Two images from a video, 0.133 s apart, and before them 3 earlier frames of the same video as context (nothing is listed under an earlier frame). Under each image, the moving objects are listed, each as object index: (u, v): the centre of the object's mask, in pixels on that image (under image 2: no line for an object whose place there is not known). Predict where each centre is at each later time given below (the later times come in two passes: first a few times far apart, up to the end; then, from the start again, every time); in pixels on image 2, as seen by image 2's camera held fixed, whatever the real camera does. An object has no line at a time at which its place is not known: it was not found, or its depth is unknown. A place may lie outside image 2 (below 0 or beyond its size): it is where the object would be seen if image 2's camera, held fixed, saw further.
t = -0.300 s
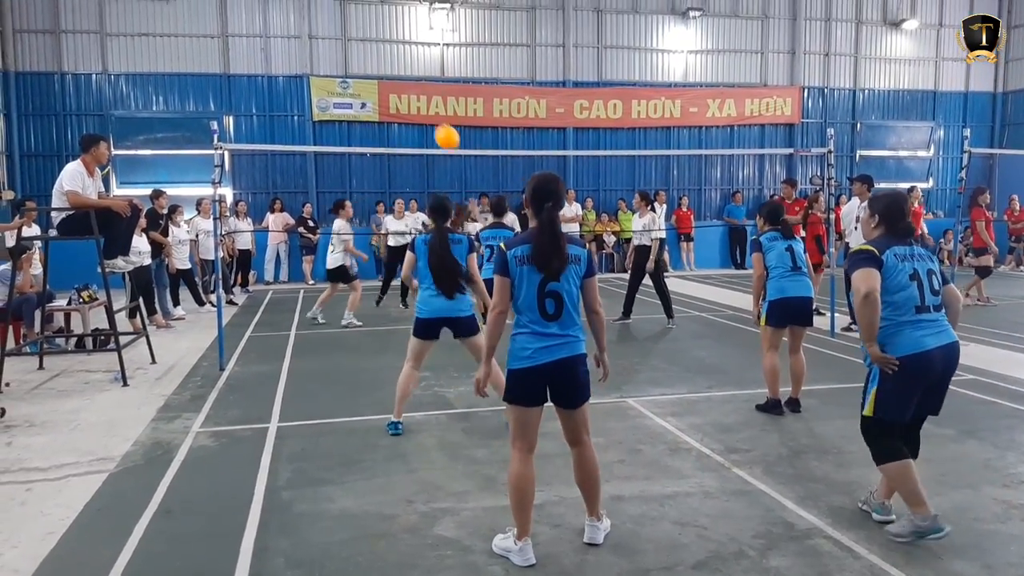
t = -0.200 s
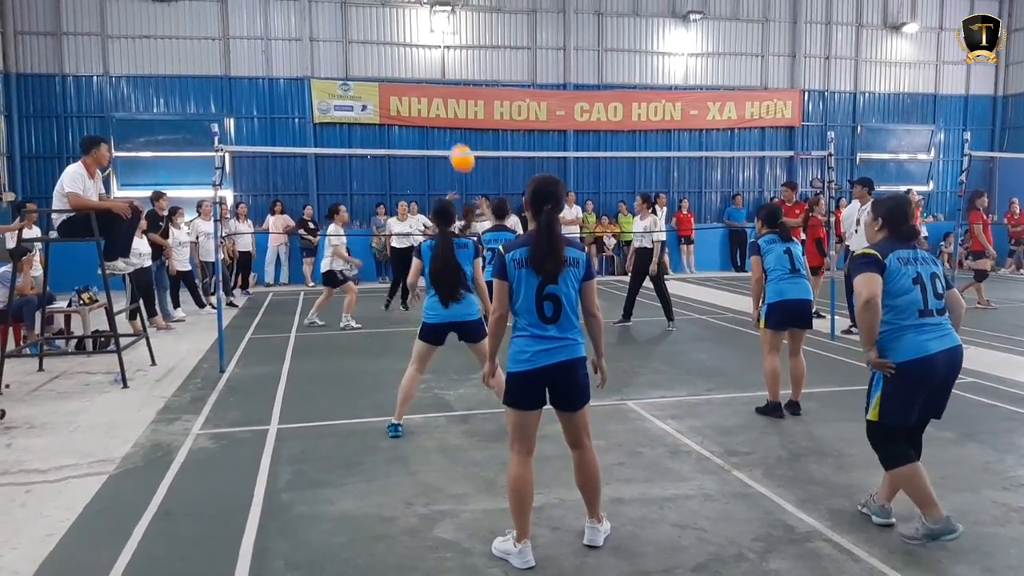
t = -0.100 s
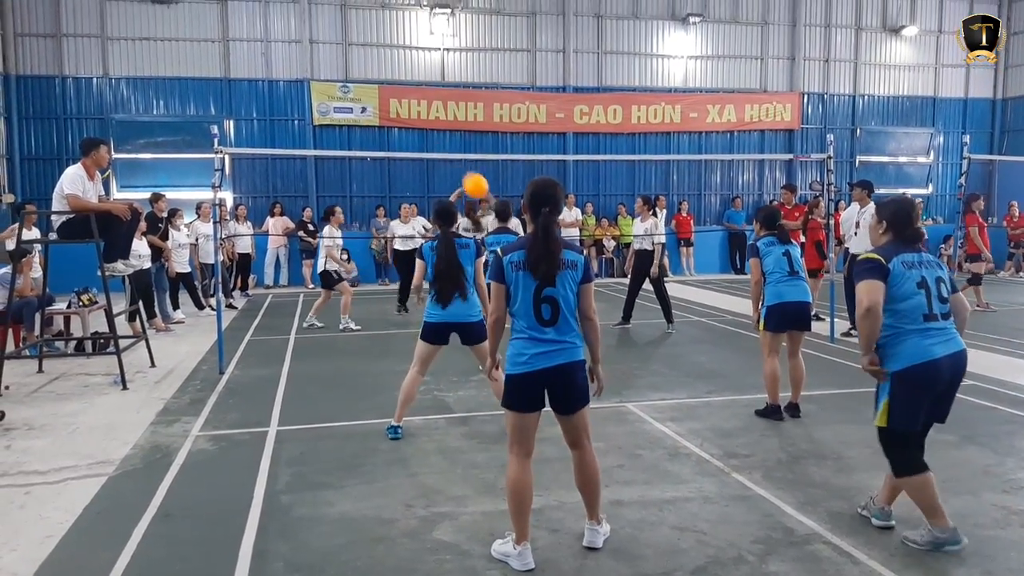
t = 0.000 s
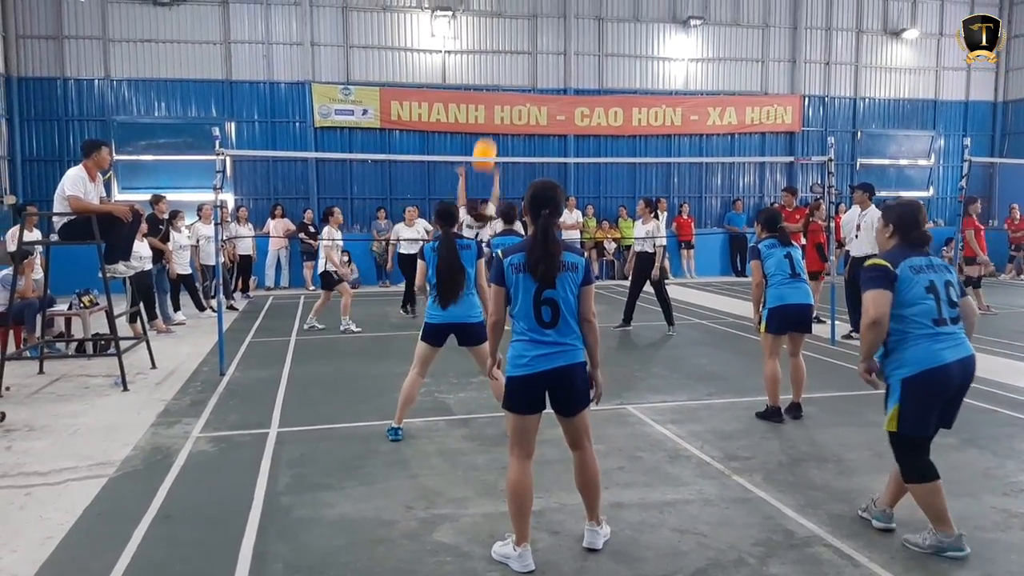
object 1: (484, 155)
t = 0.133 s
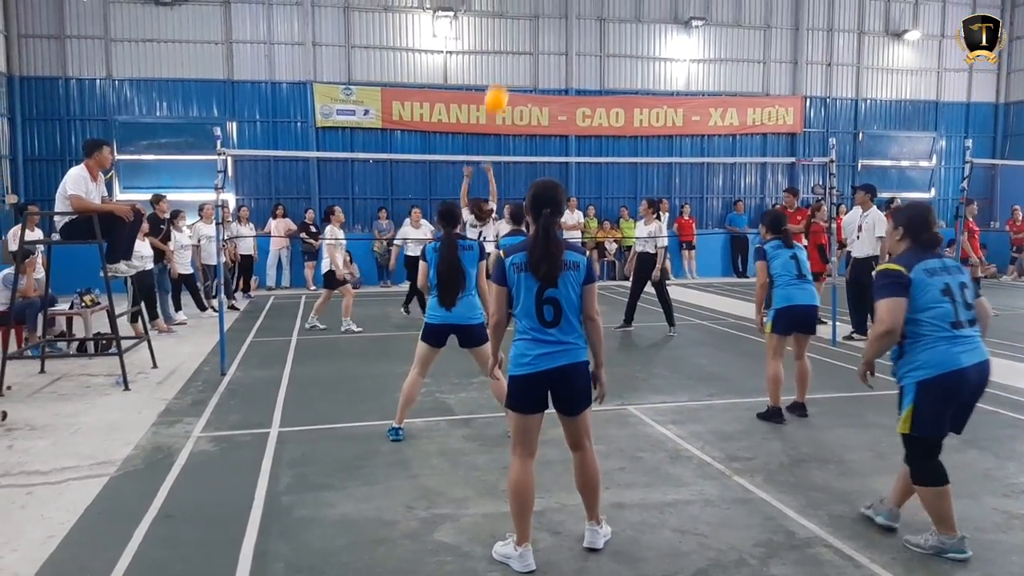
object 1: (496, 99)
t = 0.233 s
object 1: (504, 67)
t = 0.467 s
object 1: (522, 26)
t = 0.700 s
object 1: (539, 29)
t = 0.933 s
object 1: (555, 76)
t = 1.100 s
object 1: (564, 135)
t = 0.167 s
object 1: (498, 89)
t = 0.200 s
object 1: (501, 78)
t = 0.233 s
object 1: (504, 67)
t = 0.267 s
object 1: (507, 59)
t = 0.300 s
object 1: (509, 51)
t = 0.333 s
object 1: (512, 44)
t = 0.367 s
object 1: (515, 38)
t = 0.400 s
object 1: (517, 33)
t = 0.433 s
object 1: (520, 29)
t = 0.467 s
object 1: (522, 26)
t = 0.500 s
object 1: (525, 23)
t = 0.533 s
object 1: (527, 22)
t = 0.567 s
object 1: (529, 22)
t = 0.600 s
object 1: (532, 22)
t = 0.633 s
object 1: (534, 24)
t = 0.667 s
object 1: (537, 26)
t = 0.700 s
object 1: (539, 29)
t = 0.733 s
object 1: (541, 34)
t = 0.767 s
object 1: (544, 38)
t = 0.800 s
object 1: (546, 43)
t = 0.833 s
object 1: (548, 51)
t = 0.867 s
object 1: (551, 58)
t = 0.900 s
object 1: (553, 67)
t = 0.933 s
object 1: (555, 76)
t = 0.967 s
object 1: (557, 86)
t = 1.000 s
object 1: (559, 97)
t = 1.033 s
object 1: (560, 108)
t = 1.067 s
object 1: (562, 122)
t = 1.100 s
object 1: (564, 135)
